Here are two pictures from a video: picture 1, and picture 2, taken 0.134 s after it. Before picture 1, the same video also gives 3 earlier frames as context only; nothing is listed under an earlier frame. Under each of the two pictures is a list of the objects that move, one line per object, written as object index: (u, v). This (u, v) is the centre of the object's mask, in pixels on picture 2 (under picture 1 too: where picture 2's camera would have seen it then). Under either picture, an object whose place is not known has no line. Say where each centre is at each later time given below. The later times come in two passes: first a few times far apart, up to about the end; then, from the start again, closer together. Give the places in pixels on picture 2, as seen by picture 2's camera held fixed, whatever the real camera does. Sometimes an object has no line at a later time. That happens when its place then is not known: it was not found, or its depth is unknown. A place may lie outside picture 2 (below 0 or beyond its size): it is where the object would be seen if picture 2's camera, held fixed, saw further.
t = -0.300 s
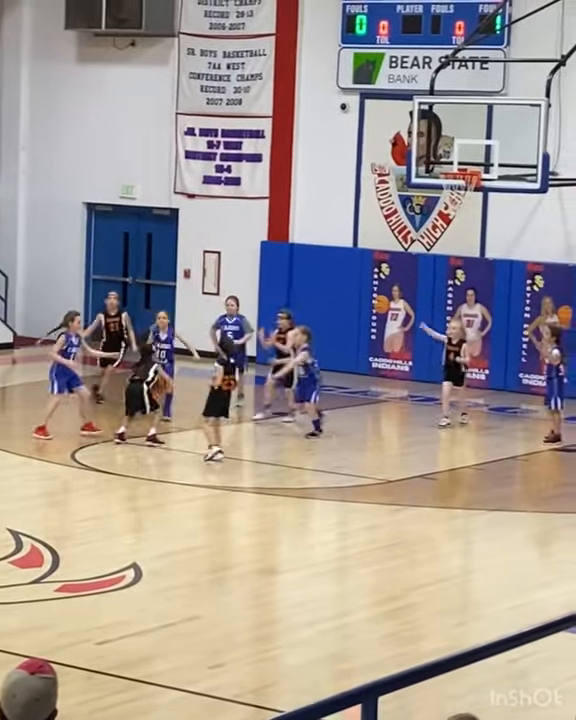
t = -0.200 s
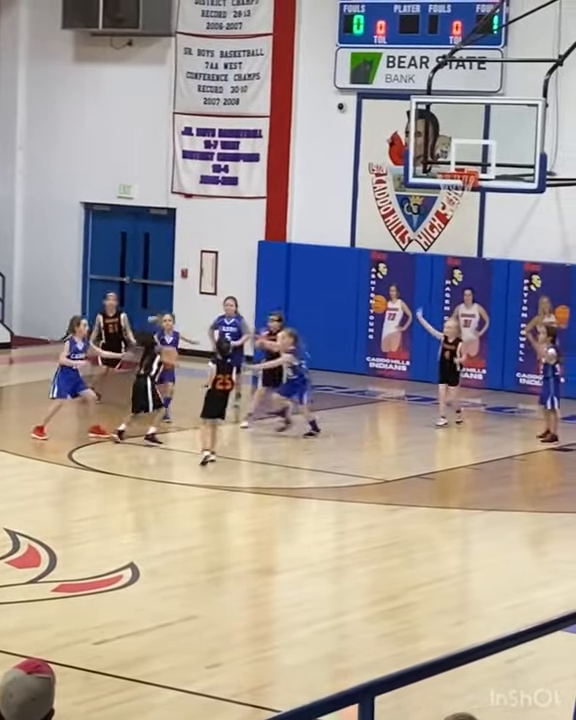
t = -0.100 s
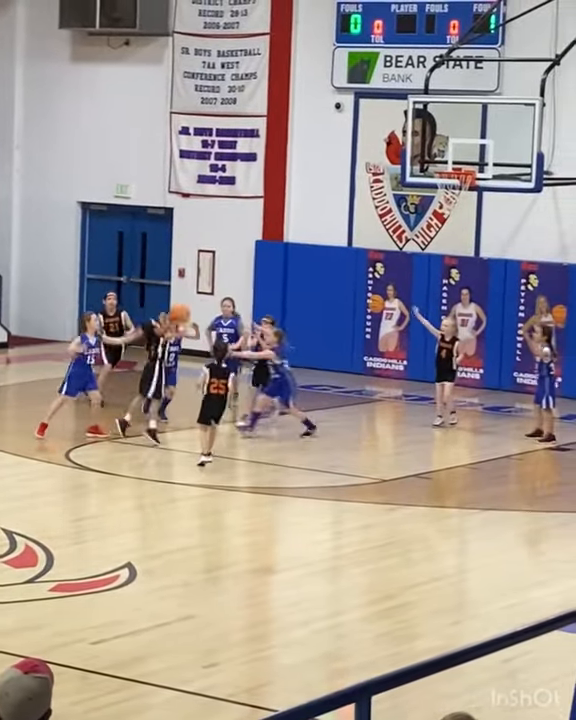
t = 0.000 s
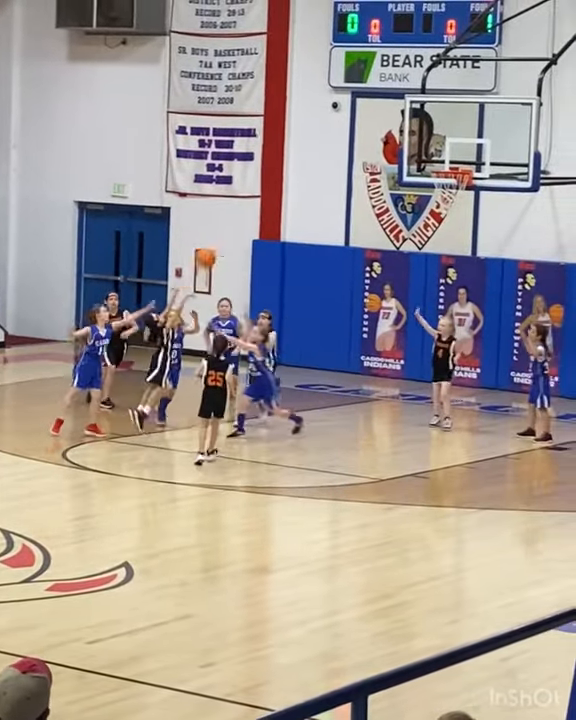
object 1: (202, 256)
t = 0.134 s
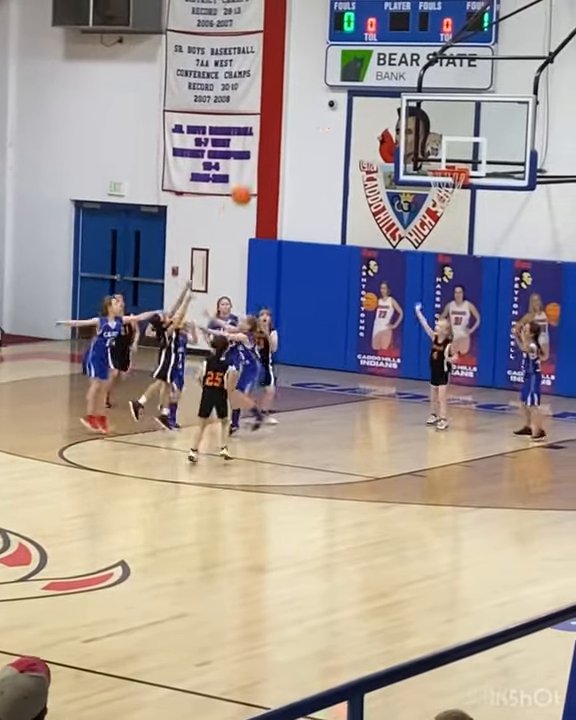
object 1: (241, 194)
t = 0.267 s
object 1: (278, 151)
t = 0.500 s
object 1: (340, 114)
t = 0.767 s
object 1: (404, 128)
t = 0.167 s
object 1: (251, 181)
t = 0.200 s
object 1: (261, 170)
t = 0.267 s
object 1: (278, 151)
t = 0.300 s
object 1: (288, 143)
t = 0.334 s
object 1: (297, 136)
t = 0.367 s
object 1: (306, 129)
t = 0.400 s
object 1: (315, 124)
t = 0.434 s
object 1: (323, 119)
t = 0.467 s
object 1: (332, 116)
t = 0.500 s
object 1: (340, 114)
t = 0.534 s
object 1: (349, 112)
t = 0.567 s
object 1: (357, 111)
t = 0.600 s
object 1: (365, 112)
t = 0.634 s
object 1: (373, 113)
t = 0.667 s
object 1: (381, 116)
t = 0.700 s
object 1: (389, 119)
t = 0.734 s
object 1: (396, 124)
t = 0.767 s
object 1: (404, 128)
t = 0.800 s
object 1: (412, 134)
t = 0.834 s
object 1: (420, 141)
